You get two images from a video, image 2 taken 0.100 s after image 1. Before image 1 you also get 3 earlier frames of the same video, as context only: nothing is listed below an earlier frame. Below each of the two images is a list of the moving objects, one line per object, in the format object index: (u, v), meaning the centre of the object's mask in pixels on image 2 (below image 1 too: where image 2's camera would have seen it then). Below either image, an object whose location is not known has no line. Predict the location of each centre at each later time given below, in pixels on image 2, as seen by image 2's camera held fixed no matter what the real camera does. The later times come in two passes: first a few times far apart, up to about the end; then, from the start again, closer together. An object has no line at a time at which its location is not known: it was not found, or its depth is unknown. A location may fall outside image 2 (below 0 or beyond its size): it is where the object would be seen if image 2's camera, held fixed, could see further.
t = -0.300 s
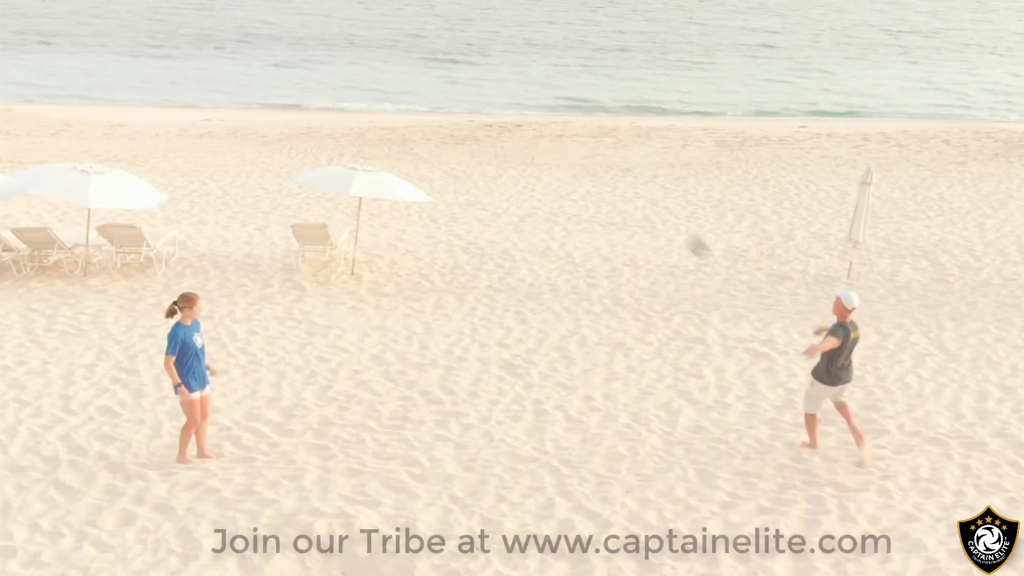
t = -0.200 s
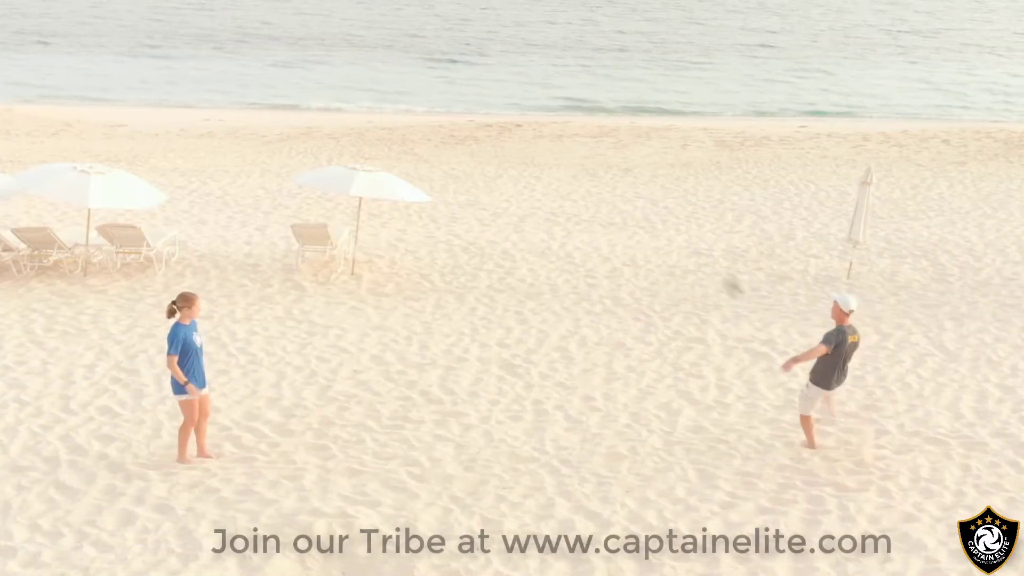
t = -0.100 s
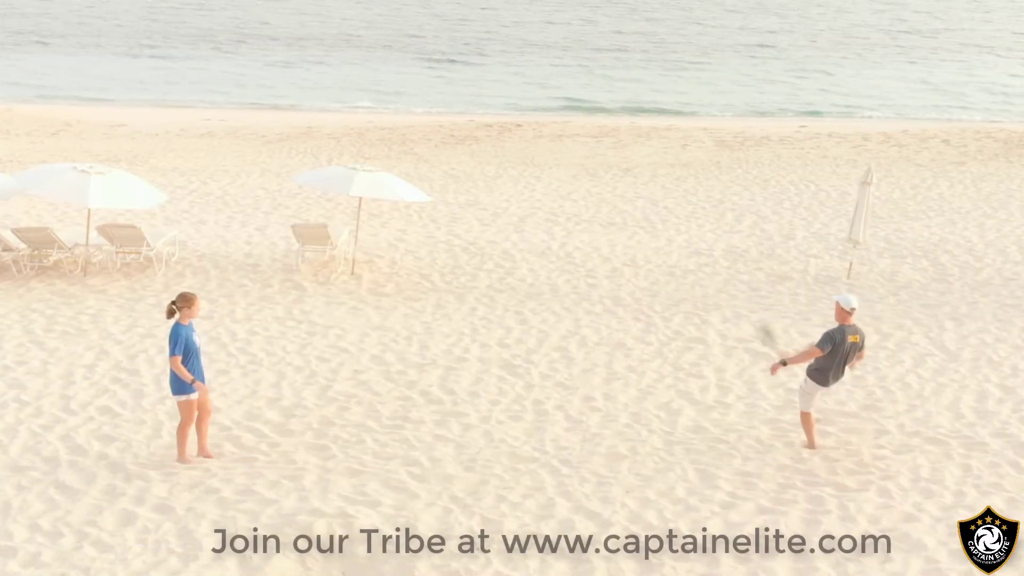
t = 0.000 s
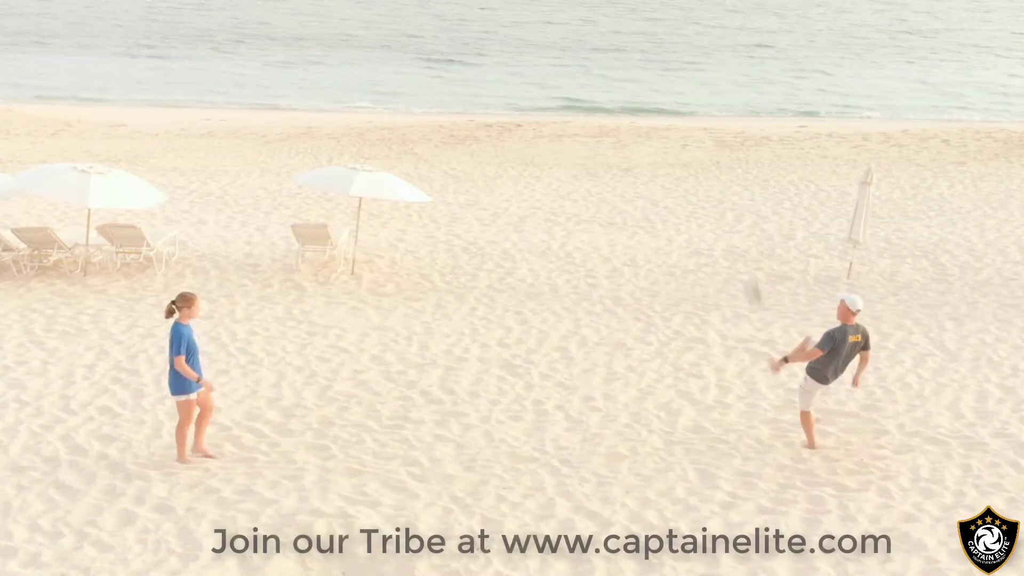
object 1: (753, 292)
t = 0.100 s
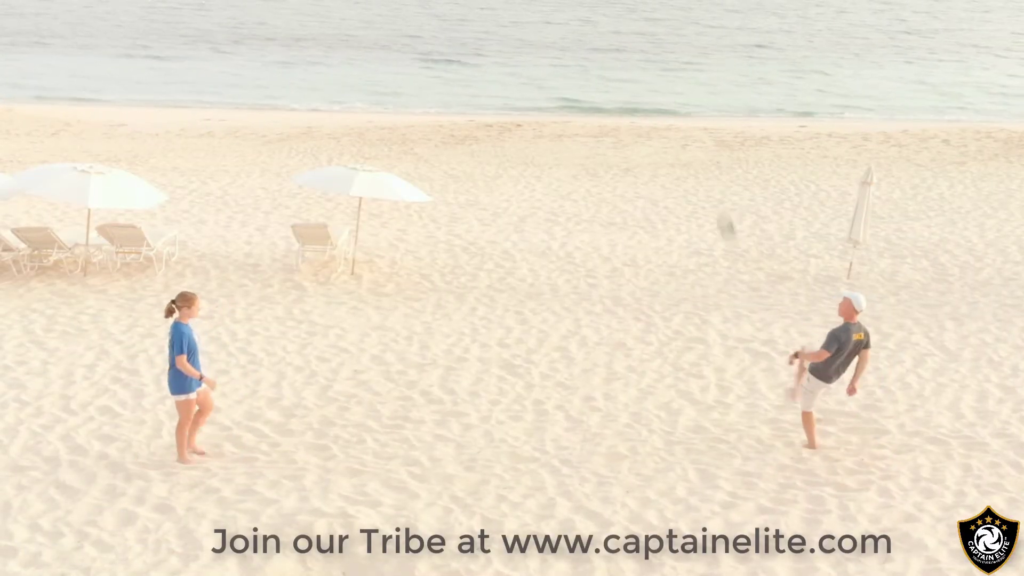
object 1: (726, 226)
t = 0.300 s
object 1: (669, 119)
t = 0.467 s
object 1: (610, 54)
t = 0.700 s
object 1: (523, 17)
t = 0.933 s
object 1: (426, 43)
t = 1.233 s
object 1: (301, 175)
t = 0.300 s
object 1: (669, 119)
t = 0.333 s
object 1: (657, 104)
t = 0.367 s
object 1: (643, 91)
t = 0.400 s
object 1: (634, 76)
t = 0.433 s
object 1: (623, 65)
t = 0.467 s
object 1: (610, 54)
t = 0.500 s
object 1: (600, 45)
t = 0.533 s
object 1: (587, 38)
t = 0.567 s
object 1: (575, 30)
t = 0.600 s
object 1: (562, 26)
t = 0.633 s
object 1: (547, 21)
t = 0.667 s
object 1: (535, 17)
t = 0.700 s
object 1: (523, 17)
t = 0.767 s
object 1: (497, 17)
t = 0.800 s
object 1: (484, 18)
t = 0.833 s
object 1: (471, 23)
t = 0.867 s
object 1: (457, 29)
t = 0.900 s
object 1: (440, 35)
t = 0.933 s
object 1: (426, 43)
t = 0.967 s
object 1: (415, 51)
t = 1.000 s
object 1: (400, 62)
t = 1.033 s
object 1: (387, 73)
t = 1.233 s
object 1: (301, 175)
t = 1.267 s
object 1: (288, 198)
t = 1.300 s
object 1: (274, 219)
